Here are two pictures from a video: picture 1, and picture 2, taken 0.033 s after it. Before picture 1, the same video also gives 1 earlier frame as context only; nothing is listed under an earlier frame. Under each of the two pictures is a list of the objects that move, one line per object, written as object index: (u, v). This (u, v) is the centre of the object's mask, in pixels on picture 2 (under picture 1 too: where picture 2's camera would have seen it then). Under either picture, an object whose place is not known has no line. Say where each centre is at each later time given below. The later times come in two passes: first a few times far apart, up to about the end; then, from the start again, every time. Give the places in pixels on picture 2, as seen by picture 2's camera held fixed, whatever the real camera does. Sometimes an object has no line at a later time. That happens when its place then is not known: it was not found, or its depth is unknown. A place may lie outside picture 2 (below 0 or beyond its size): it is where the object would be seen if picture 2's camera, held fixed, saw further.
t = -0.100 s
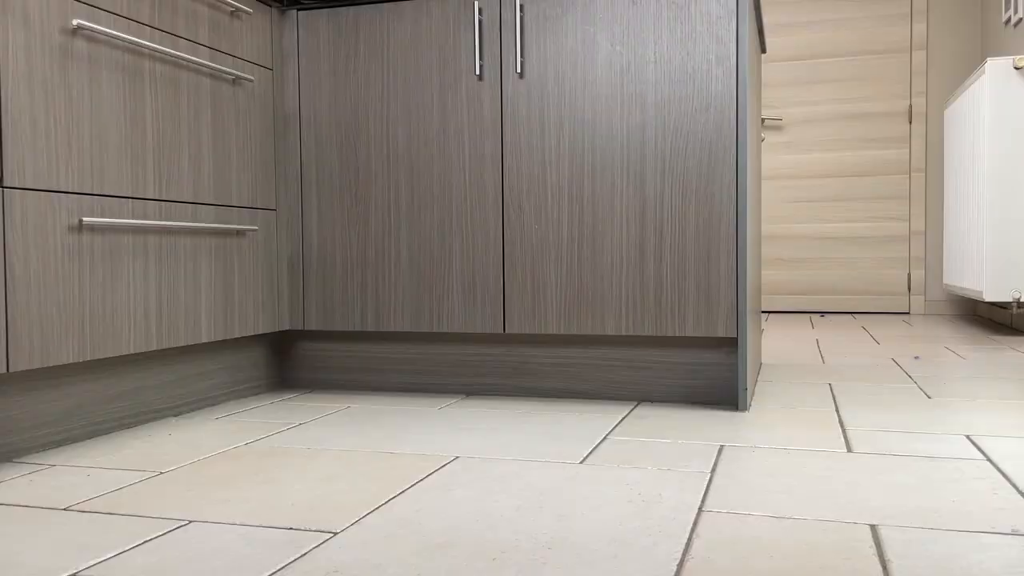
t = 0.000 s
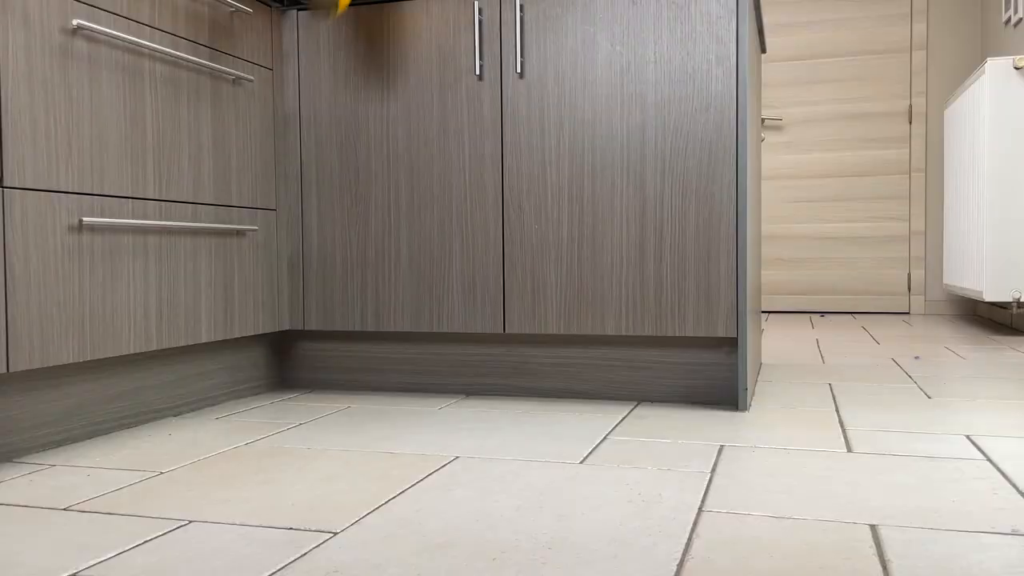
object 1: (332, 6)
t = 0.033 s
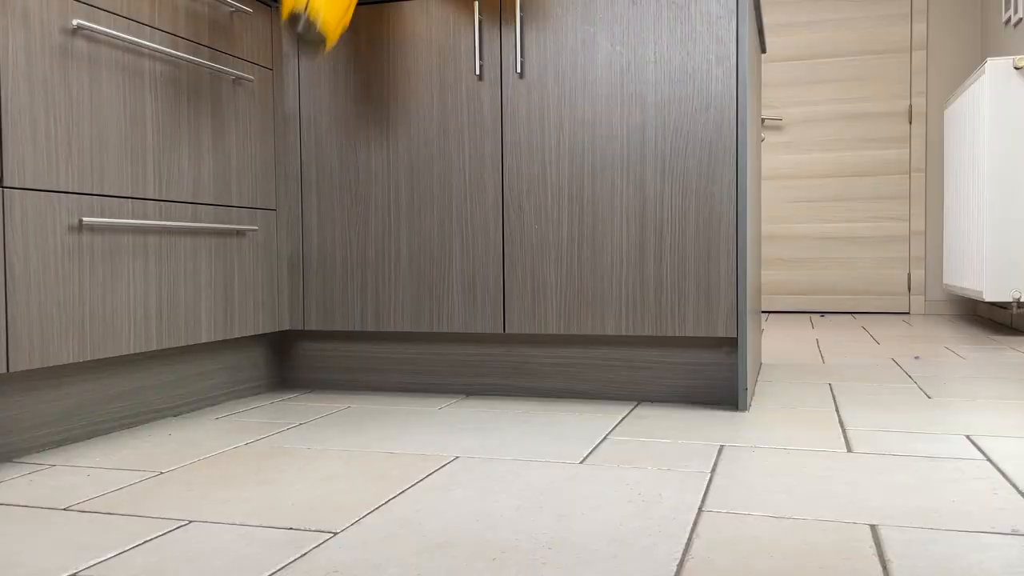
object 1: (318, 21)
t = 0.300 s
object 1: (229, 298)
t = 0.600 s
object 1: (200, 315)
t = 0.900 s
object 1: (231, 366)
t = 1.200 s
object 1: (258, 381)
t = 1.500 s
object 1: (295, 408)
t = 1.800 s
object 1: (322, 404)
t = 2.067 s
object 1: (303, 409)
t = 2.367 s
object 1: (292, 409)
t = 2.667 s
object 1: (306, 408)
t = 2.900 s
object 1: (309, 408)
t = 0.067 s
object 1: (307, 39)
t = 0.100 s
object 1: (300, 63)
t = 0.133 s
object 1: (294, 88)
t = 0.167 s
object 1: (285, 129)
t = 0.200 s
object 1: (273, 183)
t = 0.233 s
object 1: (261, 246)
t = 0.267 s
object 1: (247, 303)
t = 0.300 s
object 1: (229, 298)
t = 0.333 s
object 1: (212, 287)
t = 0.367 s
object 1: (196, 282)
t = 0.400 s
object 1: (191, 283)
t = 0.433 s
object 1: (192, 286)
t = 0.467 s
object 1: (194, 295)
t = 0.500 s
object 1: (196, 304)
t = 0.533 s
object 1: (198, 307)
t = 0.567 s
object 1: (199, 309)
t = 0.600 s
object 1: (200, 315)
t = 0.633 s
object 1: (202, 319)
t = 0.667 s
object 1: (205, 324)
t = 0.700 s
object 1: (208, 330)
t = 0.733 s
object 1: (211, 338)
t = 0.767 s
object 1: (213, 348)
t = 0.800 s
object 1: (218, 351)
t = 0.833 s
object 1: (222, 354)
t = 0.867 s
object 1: (227, 359)
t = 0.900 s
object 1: (231, 366)
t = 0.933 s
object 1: (235, 375)
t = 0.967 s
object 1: (238, 384)
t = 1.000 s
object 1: (240, 393)
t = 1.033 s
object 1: (243, 401)
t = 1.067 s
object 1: (246, 399)
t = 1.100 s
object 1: (250, 390)
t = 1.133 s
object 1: (253, 384)
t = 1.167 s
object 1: (255, 381)
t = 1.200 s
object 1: (258, 381)
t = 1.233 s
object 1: (261, 384)
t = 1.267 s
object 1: (263, 389)
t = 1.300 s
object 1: (265, 398)
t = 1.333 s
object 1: (267, 408)
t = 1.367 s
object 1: (272, 408)
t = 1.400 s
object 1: (278, 406)
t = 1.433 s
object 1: (284, 407)
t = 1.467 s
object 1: (290, 408)
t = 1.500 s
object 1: (295, 408)
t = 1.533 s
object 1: (300, 409)
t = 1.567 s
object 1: (306, 407)
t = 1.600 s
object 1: (311, 404)
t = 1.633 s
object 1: (316, 406)
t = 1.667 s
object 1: (320, 404)
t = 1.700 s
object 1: (321, 403)
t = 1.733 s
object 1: (322, 403)
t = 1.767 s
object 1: (322, 403)
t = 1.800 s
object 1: (322, 404)
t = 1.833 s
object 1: (321, 404)
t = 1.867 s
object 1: (319, 404)
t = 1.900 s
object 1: (317, 405)
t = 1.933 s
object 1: (315, 406)
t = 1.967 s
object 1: (312, 407)
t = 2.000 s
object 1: (309, 408)
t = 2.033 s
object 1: (306, 408)
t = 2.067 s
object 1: (303, 409)
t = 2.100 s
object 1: (300, 409)
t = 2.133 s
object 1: (298, 409)
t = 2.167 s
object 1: (296, 409)
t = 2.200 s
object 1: (294, 408)
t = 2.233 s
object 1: (293, 408)
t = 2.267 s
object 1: (292, 408)
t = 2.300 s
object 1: (292, 409)
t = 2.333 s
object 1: (292, 409)
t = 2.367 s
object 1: (292, 409)
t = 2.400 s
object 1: (293, 409)
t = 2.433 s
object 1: (294, 409)
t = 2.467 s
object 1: (295, 409)
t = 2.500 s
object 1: (296, 409)
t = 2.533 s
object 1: (298, 409)
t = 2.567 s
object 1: (300, 409)
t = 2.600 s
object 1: (302, 409)
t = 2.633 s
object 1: (304, 409)
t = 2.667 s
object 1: (306, 408)
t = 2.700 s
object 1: (308, 408)
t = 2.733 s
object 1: (310, 408)
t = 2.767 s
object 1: (311, 407)
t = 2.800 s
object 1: (311, 407)
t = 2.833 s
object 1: (311, 407)
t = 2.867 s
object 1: (311, 407)
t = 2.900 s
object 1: (309, 408)
